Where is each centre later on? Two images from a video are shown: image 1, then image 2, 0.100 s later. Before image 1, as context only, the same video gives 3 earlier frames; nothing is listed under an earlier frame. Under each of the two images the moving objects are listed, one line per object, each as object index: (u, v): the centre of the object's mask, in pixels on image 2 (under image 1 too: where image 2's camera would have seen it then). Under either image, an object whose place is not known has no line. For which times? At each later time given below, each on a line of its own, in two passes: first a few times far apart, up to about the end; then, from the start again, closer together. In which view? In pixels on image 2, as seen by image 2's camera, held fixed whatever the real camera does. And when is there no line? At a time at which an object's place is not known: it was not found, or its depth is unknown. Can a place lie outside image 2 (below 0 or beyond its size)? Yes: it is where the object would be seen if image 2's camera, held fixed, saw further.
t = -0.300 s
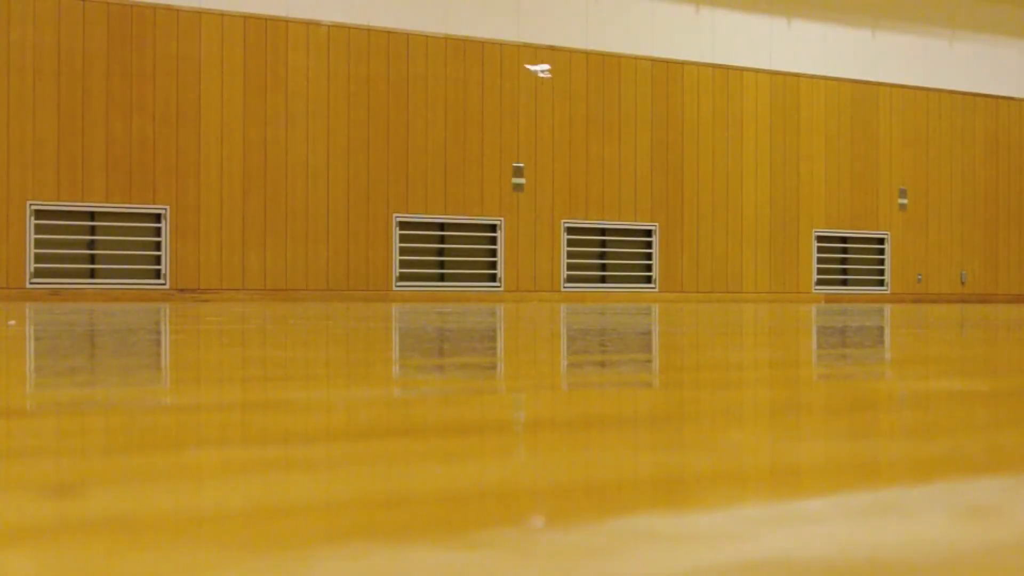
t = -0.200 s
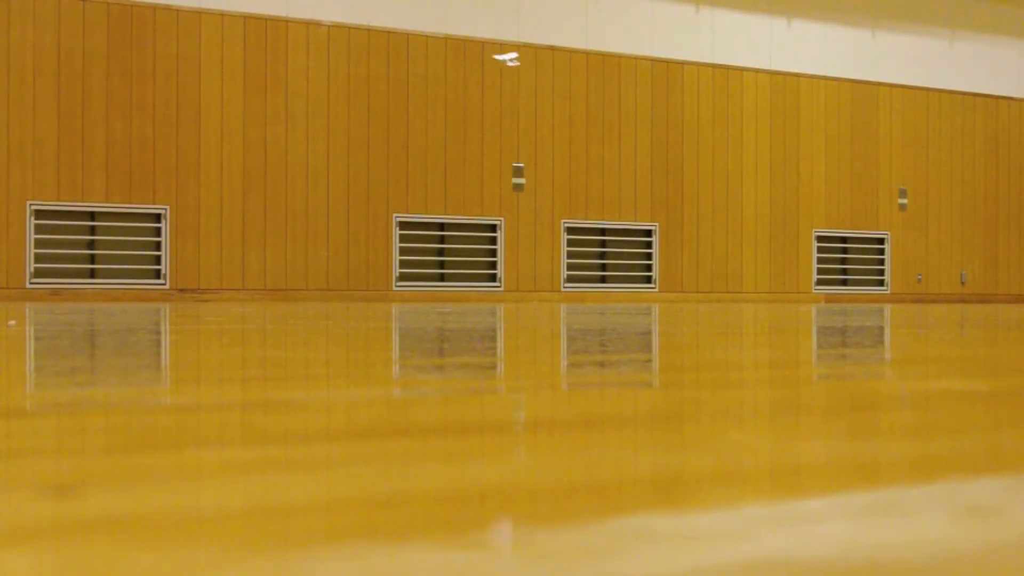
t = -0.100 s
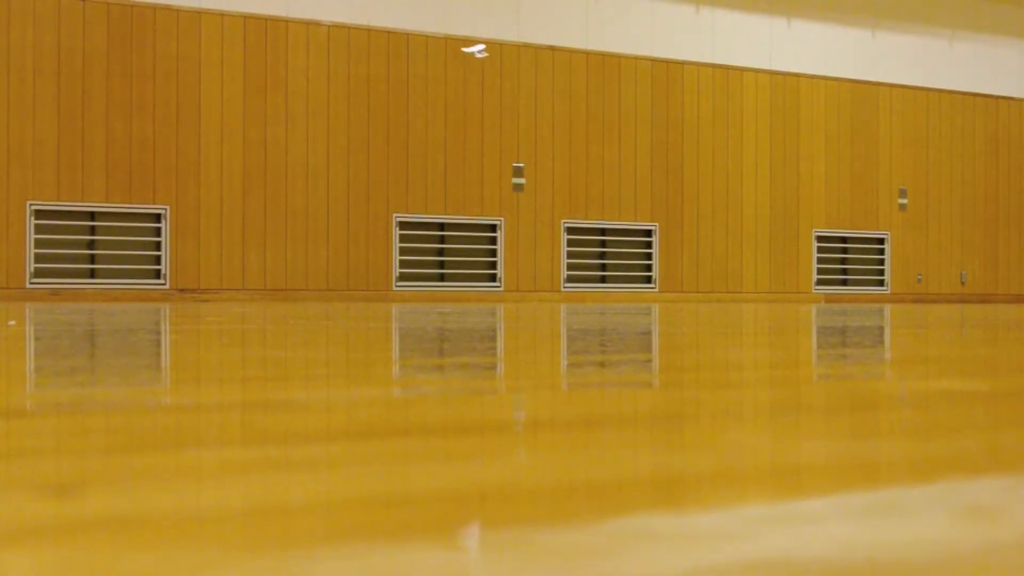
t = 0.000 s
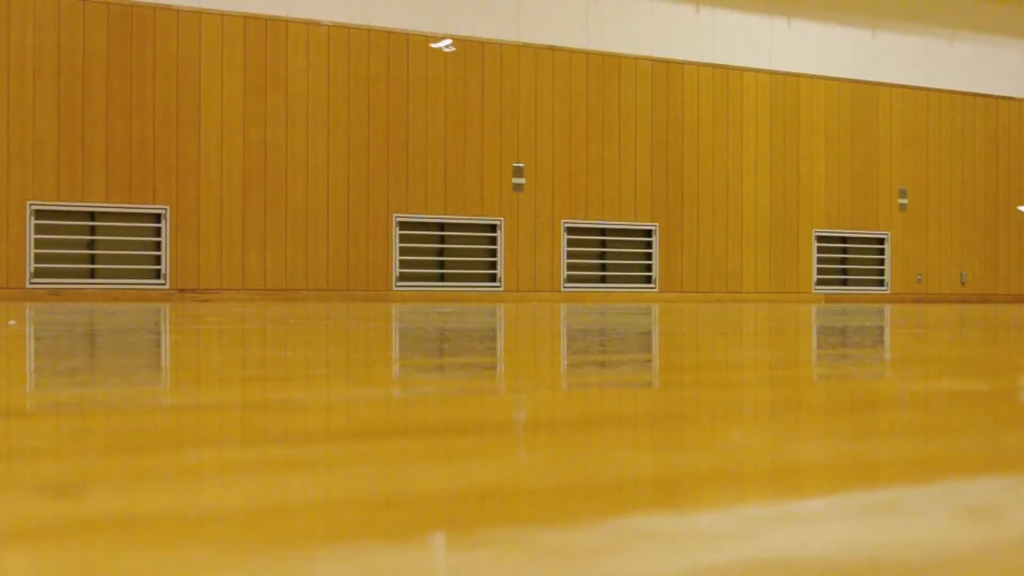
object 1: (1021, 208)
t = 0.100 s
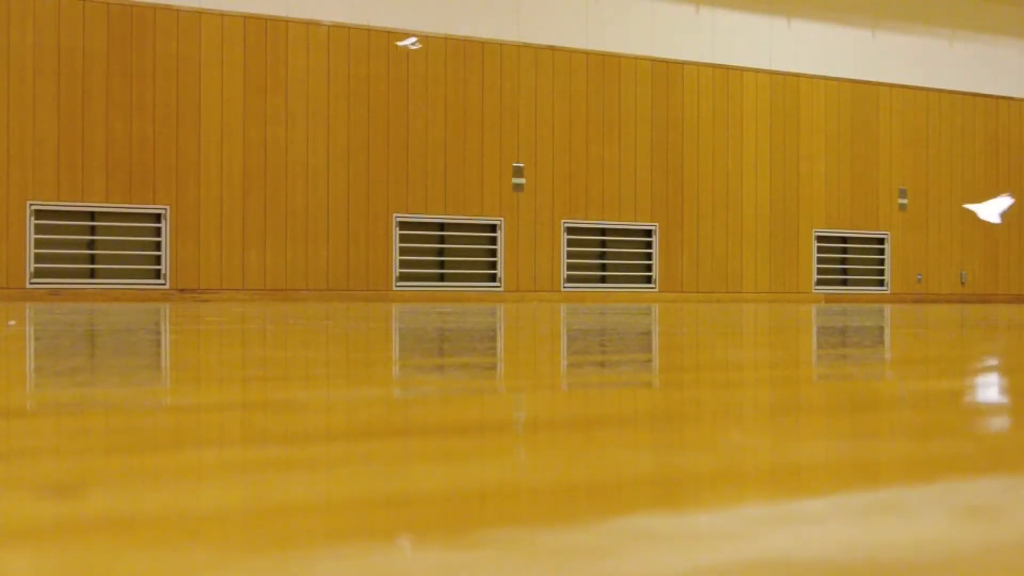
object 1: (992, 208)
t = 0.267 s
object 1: (904, 202)
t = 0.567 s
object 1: (756, 190)
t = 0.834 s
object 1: (634, 187)
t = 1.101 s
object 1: (513, 189)
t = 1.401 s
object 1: (355, 200)
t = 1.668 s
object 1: (181, 215)
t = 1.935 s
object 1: (12, 236)
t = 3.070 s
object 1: (13, 239)
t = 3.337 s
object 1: (120, 227)
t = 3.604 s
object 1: (233, 219)
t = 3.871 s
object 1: (345, 213)
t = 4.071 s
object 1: (430, 213)
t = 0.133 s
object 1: (974, 207)
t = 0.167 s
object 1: (956, 206)
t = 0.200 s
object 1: (938, 205)
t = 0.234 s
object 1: (921, 203)
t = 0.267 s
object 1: (904, 202)
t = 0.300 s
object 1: (889, 200)
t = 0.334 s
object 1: (870, 199)
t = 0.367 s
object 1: (854, 197)
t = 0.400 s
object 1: (836, 196)
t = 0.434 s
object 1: (820, 195)
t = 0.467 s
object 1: (804, 194)
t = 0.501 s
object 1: (787, 192)
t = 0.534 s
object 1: (772, 191)
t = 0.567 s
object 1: (756, 190)
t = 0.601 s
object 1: (740, 189)
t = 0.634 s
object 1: (726, 189)
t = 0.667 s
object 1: (710, 189)
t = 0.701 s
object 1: (694, 188)
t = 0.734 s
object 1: (680, 188)
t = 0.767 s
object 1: (664, 188)
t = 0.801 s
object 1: (648, 187)
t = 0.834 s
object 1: (634, 187)
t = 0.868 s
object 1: (619, 187)
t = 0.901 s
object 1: (603, 186)
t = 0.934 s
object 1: (589, 187)
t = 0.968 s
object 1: (574, 187)
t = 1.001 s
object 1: (559, 187)
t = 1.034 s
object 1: (544, 188)
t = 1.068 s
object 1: (530, 188)
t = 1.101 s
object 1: (513, 189)
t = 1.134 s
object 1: (498, 190)
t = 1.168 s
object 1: (483, 190)
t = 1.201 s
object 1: (466, 191)
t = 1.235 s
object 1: (450, 192)
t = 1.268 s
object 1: (431, 193)
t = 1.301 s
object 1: (413, 194)
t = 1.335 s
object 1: (394, 196)
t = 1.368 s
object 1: (374, 198)
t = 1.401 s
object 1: (355, 200)
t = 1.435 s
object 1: (334, 202)
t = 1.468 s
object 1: (313, 204)
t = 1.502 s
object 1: (292, 206)
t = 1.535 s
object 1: (271, 208)
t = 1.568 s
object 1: (248, 210)
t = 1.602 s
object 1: (227, 212)
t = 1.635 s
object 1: (205, 213)
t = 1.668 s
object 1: (181, 215)
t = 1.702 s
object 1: (159, 217)
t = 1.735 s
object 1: (136, 219)
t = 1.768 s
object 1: (112, 220)
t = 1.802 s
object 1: (90, 222)
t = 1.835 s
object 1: (67, 225)
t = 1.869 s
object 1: (44, 226)
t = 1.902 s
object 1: (23, 227)
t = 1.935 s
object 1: (12, 236)
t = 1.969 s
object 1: (7, 250)
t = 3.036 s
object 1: (6, 241)
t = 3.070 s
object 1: (13, 239)
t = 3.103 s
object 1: (21, 235)
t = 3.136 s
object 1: (34, 233)
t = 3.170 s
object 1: (48, 232)
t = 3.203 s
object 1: (62, 231)
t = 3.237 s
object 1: (77, 230)
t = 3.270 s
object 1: (91, 229)
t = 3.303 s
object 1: (105, 228)
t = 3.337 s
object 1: (120, 227)
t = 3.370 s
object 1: (134, 226)
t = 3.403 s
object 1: (148, 225)
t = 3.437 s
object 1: (163, 224)
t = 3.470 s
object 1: (177, 223)
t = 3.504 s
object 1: (191, 222)
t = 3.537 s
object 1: (205, 221)
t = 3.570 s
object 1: (219, 220)
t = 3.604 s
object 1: (233, 219)
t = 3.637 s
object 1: (247, 218)
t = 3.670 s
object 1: (261, 217)
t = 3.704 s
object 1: (275, 217)
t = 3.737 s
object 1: (289, 216)
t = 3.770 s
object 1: (303, 215)
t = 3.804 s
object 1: (317, 214)
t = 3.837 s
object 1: (331, 213)
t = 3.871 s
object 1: (345, 213)
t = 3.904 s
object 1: (359, 212)
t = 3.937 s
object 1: (373, 212)
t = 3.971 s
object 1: (387, 212)
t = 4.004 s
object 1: (401, 212)
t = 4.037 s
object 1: (416, 212)
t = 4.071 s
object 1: (430, 213)
